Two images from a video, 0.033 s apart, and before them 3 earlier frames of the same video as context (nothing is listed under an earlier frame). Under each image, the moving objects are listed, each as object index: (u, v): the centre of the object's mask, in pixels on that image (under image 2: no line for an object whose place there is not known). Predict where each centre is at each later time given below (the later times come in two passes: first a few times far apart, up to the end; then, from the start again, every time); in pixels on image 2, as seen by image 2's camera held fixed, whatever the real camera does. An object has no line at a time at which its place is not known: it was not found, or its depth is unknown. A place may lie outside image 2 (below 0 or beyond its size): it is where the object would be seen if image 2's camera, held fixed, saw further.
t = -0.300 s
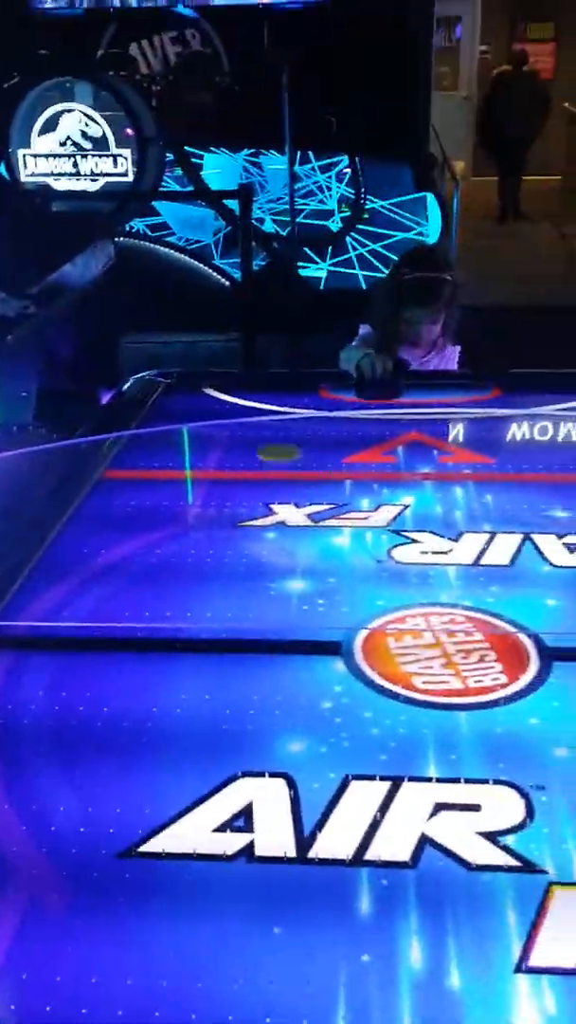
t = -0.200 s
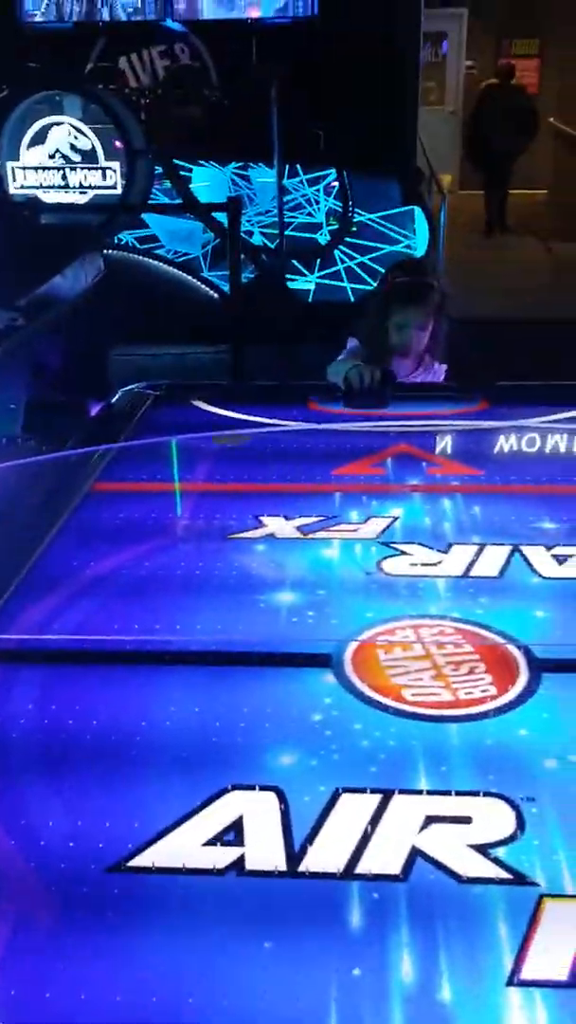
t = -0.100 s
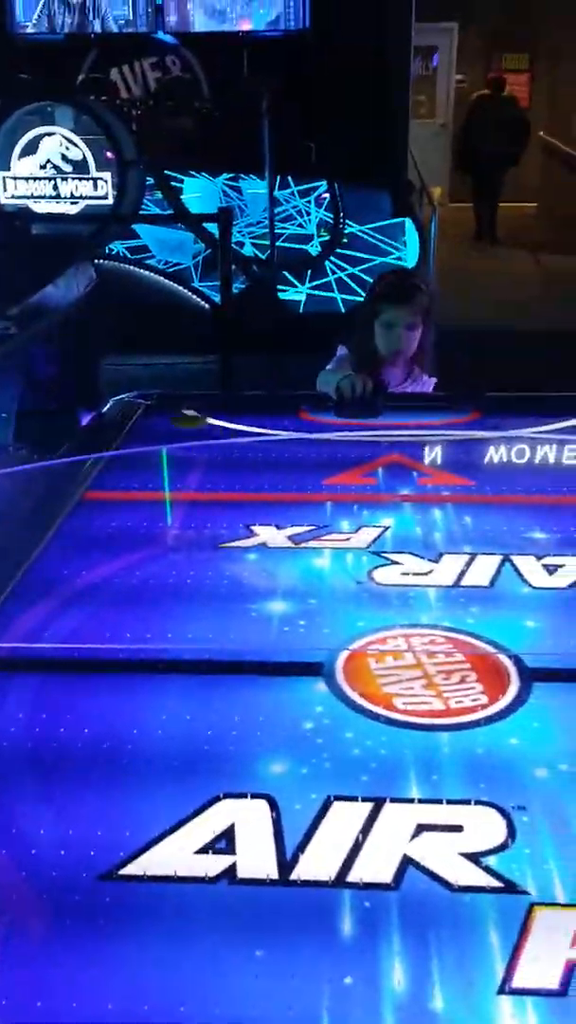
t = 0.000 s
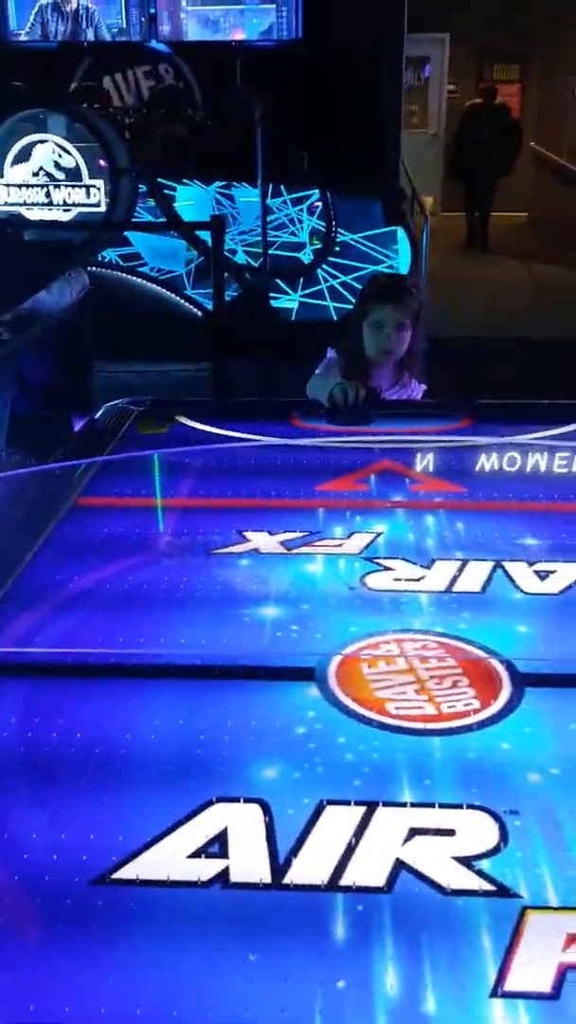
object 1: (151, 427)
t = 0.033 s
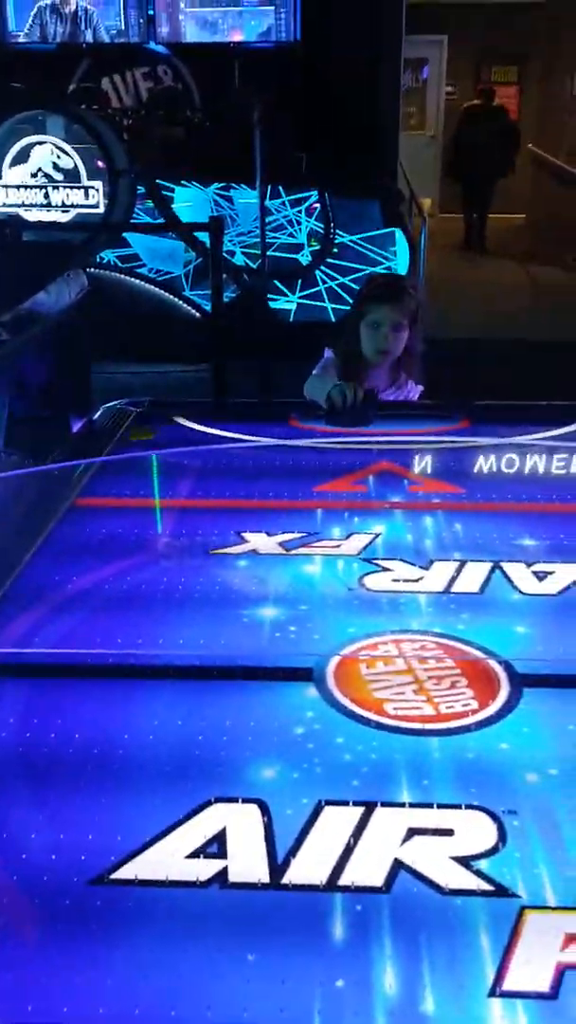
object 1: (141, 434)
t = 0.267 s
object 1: (144, 477)
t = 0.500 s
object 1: (171, 534)
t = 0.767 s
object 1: (211, 625)
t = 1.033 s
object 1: (275, 770)
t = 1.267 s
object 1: (364, 993)
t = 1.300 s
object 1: (381, 1035)
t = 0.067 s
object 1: (134, 441)
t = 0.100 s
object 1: (132, 446)
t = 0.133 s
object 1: (132, 448)
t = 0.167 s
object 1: (136, 461)
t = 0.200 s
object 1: (139, 465)
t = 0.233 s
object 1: (143, 471)
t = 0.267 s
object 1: (144, 477)
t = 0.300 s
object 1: (147, 485)
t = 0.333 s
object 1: (149, 490)
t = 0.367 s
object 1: (153, 499)
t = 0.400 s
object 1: (157, 508)
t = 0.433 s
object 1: (161, 516)
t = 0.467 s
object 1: (168, 525)
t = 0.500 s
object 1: (171, 534)
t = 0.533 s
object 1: (174, 543)
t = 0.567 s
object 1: (179, 553)
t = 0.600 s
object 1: (184, 563)
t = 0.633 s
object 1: (188, 574)
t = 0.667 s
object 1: (194, 586)
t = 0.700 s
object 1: (200, 599)
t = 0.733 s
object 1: (205, 611)
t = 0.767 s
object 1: (211, 625)
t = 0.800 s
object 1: (219, 639)
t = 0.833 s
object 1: (225, 656)
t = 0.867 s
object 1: (232, 672)
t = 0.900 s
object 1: (240, 687)
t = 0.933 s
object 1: (248, 705)
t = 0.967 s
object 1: (257, 726)
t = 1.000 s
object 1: (266, 747)
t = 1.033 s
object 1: (275, 770)
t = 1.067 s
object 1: (287, 795)
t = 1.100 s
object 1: (297, 821)
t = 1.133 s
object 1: (309, 851)
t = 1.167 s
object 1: (319, 883)
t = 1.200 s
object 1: (333, 916)
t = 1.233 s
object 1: (348, 952)
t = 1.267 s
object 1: (364, 993)
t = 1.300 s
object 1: (381, 1035)
